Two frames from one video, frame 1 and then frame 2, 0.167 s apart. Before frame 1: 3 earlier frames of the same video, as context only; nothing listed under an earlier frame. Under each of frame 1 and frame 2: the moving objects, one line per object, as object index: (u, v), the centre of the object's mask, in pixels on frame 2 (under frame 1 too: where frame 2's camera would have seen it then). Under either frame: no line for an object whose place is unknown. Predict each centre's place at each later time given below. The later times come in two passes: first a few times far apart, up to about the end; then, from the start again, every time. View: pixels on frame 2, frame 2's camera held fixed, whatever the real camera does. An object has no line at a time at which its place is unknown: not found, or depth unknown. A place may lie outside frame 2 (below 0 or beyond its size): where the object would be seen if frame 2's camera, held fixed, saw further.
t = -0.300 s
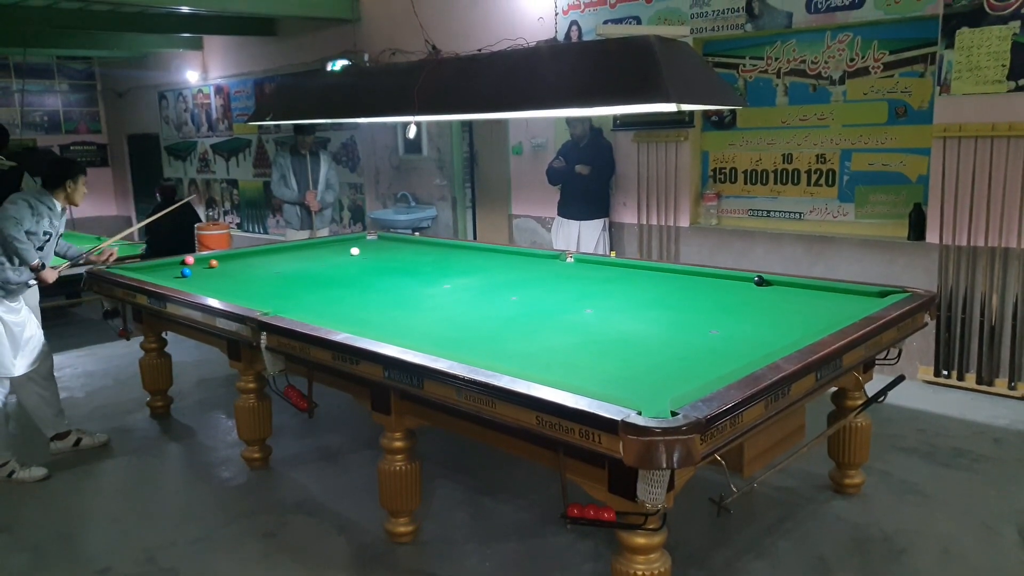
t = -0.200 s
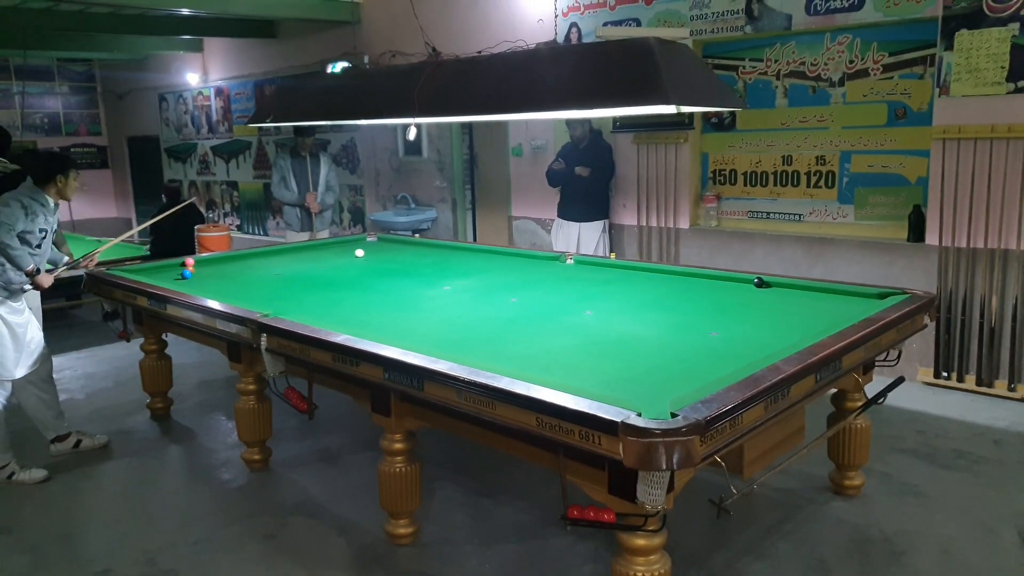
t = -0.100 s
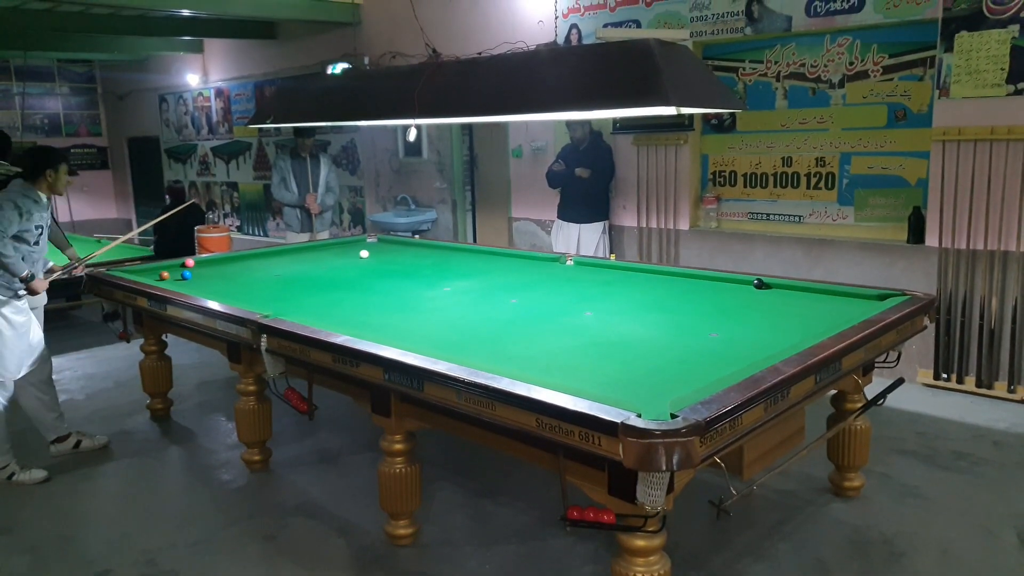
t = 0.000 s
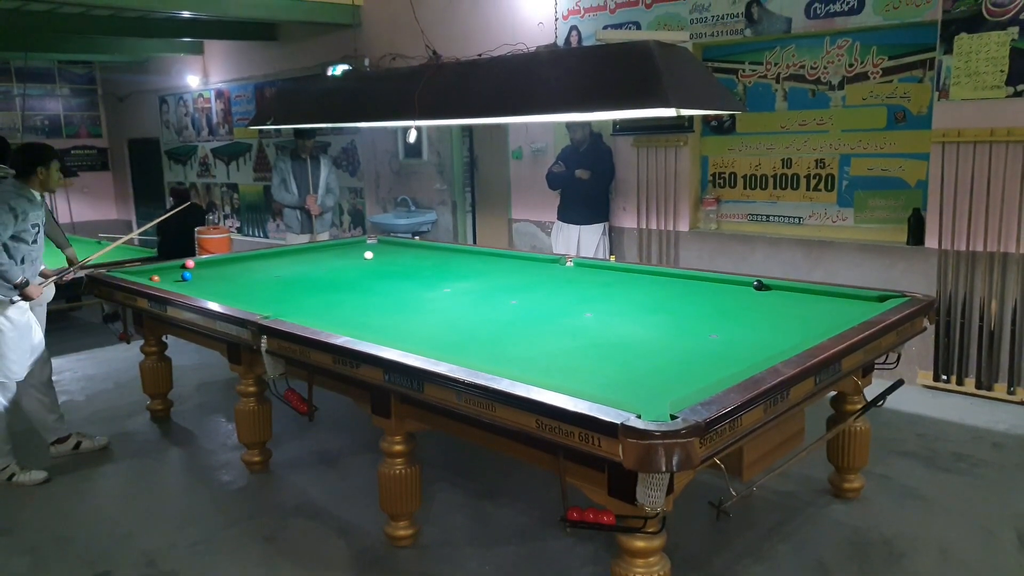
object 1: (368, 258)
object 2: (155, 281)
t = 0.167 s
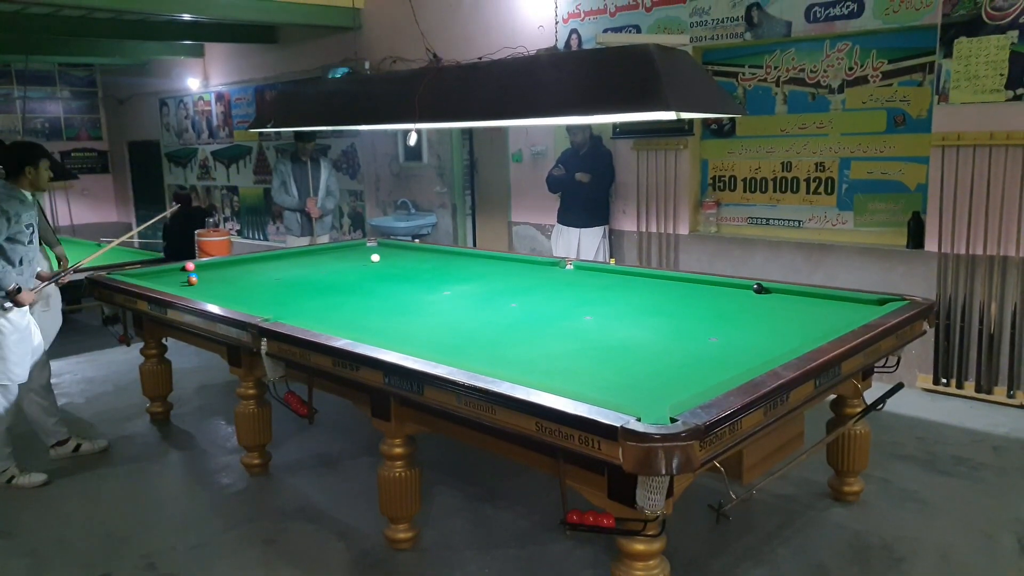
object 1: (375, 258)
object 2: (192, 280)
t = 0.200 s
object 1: (376, 258)
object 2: (199, 281)
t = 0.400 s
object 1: (383, 258)
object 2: (234, 282)
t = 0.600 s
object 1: (390, 258)
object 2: (270, 282)
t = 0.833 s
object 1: (396, 258)
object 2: (312, 282)
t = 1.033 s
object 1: (400, 258)
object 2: (347, 282)
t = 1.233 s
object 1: (404, 258)
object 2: (382, 282)
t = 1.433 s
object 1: (407, 258)
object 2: (416, 282)
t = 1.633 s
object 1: (409, 258)
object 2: (449, 282)
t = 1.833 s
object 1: (410, 258)
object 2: (481, 282)
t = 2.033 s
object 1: (411, 258)
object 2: (513, 282)
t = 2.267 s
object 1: (411, 258)
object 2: (549, 282)
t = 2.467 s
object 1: (411, 258)
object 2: (579, 282)
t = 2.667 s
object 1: (411, 258)
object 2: (609, 282)
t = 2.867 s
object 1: (411, 259)
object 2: (637, 282)
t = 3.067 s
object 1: (411, 258)
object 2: (666, 282)
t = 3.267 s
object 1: (411, 258)
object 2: (693, 282)
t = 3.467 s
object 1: (411, 258)
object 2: (709, 284)
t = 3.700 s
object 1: (411, 258)
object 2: (716, 287)
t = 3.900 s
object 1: (411, 258)
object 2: (723, 290)
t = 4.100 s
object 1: (411, 259)
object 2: (729, 292)
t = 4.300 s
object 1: (411, 259)
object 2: (734, 295)
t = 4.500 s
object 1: (411, 259)
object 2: (739, 297)
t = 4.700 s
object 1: (411, 259)
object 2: (743, 299)
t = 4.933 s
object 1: (411, 259)
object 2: (749, 301)
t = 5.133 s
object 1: (411, 258)
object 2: (752, 303)
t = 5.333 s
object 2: (756, 305)
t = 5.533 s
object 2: (758, 306)
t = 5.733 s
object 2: (760, 307)
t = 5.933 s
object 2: (762, 308)
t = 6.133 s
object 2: (763, 308)
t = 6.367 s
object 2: (763, 309)
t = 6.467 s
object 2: (763, 309)
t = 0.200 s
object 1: (376, 258)
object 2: (199, 281)
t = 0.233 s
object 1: (377, 258)
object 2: (204, 281)
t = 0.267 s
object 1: (378, 258)
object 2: (210, 281)
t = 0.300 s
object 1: (380, 258)
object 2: (216, 281)
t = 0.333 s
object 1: (381, 258)
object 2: (222, 281)
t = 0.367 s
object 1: (382, 258)
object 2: (228, 282)
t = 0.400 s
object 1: (383, 258)
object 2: (234, 282)
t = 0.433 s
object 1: (384, 258)
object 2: (240, 282)
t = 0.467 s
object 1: (385, 258)
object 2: (246, 282)
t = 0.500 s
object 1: (387, 258)
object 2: (252, 282)
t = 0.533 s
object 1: (388, 258)
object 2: (258, 282)
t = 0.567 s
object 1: (389, 258)
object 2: (264, 282)
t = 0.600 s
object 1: (390, 258)
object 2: (270, 282)
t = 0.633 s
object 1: (390, 258)
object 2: (276, 282)
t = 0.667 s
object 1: (392, 258)
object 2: (282, 282)
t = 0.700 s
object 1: (393, 258)
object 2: (288, 282)
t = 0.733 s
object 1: (393, 258)
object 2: (294, 282)
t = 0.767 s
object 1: (394, 258)
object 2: (300, 282)
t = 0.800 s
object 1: (395, 258)
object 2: (306, 282)
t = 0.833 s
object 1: (396, 258)
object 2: (312, 282)
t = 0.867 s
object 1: (397, 258)
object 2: (318, 282)
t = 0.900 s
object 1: (398, 258)
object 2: (324, 282)
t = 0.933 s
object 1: (399, 258)
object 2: (330, 282)
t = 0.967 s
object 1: (399, 258)
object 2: (335, 282)
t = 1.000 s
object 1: (400, 258)
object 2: (341, 282)
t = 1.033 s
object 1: (400, 258)
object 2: (347, 282)
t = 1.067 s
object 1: (401, 258)
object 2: (353, 282)
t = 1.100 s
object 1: (402, 258)
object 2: (359, 282)
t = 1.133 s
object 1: (403, 258)
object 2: (365, 282)
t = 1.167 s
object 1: (403, 258)
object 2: (370, 282)
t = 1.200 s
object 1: (404, 258)
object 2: (376, 282)
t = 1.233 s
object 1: (404, 258)
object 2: (382, 282)
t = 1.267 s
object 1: (405, 258)
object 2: (387, 282)
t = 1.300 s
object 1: (405, 258)
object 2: (393, 282)
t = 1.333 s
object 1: (406, 258)
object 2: (399, 282)
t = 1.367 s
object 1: (406, 258)
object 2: (405, 282)
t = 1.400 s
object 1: (406, 258)
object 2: (410, 282)
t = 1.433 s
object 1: (407, 258)
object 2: (416, 282)
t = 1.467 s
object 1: (407, 258)
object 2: (421, 282)
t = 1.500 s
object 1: (408, 258)
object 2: (427, 282)
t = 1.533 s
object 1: (408, 258)
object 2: (432, 282)
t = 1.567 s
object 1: (408, 258)
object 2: (438, 282)
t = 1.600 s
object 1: (409, 258)
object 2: (443, 282)
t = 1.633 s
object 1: (409, 258)
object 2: (449, 282)
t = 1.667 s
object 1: (409, 258)
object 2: (454, 282)
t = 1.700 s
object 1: (409, 258)
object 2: (460, 282)
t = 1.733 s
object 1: (410, 258)
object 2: (465, 282)
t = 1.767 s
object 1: (410, 258)
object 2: (471, 282)
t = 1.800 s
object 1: (410, 258)
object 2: (476, 282)
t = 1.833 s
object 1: (410, 258)
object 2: (481, 282)
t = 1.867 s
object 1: (410, 258)
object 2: (486, 282)
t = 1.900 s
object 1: (411, 258)
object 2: (492, 282)
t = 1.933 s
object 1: (411, 258)
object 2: (497, 282)
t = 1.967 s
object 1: (411, 258)
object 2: (502, 282)
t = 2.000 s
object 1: (411, 258)
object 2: (507, 282)
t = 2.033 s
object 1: (411, 258)
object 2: (513, 282)
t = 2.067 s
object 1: (411, 258)
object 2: (518, 282)
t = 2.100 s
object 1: (411, 258)
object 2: (523, 282)
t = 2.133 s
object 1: (411, 258)
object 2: (528, 282)
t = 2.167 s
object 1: (411, 258)
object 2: (533, 282)
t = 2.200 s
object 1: (411, 258)
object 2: (539, 282)
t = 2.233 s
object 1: (411, 258)
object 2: (544, 282)
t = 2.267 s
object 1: (411, 258)
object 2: (549, 282)
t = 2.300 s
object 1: (411, 258)
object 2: (554, 282)
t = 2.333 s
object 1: (411, 258)
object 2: (559, 282)
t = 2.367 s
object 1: (411, 258)
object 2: (564, 282)
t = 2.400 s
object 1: (411, 258)
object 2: (569, 282)
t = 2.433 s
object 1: (411, 258)
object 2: (574, 282)
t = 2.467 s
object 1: (411, 258)
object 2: (579, 282)
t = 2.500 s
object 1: (411, 259)
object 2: (584, 282)
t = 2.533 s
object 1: (411, 259)
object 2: (589, 282)
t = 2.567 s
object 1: (411, 259)
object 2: (594, 282)
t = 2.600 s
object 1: (411, 258)
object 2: (599, 282)
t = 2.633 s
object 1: (411, 258)
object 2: (604, 282)
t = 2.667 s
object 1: (411, 258)
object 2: (609, 282)
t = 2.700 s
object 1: (411, 258)
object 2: (613, 282)
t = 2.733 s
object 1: (411, 258)
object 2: (618, 282)
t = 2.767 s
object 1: (411, 258)
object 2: (623, 282)
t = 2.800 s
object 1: (411, 258)
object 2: (628, 282)
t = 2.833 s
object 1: (411, 259)
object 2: (633, 282)
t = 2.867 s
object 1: (411, 259)
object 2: (637, 282)
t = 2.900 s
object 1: (411, 259)
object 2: (642, 282)
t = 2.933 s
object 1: (411, 258)
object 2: (647, 282)
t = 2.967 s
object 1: (411, 258)
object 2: (652, 282)
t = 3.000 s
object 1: (411, 258)
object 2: (656, 282)
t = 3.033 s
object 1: (411, 258)
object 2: (661, 282)
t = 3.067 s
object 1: (411, 258)
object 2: (666, 282)
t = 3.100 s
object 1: (411, 258)
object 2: (670, 282)
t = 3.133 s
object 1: (411, 258)
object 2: (675, 282)
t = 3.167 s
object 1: (411, 258)
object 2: (680, 282)
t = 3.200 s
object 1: (411, 258)
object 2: (684, 282)
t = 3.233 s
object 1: (411, 258)
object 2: (689, 282)
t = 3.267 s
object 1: (411, 258)
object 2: (693, 282)
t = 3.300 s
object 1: (411, 258)
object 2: (698, 282)
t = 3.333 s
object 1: (411, 258)
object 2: (703, 282)
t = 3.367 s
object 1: (411, 258)
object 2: (706, 283)
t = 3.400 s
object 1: (411, 258)
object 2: (707, 283)
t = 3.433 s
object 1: (411, 258)
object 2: (708, 283)
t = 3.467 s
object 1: (411, 258)
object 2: (709, 284)
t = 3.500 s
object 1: (411, 258)
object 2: (710, 284)
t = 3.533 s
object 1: (411, 258)
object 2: (711, 285)
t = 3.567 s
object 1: (411, 258)
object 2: (712, 285)
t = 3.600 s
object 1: (411, 258)
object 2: (713, 286)
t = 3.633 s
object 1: (411, 258)
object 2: (714, 286)
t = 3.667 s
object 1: (411, 258)
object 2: (715, 287)
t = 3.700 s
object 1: (411, 258)
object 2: (716, 287)
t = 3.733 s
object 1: (411, 258)
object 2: (718, 287)
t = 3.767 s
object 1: (411, 259)
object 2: (719, 288)
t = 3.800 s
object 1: (411, 258)
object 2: (720, 288)
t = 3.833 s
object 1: (411, 258)
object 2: (721, 289)
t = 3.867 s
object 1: (411, 258)
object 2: (722, 289)
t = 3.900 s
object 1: (411, 258)
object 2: (723, 290)
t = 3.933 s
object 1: (411, 258)
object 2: (724, 290)
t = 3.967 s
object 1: (411, 258)
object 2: (725, 290)
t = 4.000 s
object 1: (411, 258)
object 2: (726, 291)
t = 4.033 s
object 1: (411, 258)
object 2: (727, 291)
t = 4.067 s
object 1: (411, 259)
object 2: (728, 292)
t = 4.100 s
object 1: (411, 259)
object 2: (729, 292)
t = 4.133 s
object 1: (411, 259)
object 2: (729, 293)
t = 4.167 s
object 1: (411, 259)
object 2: (730, 293)
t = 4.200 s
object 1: (411, 259)
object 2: (731, 293)
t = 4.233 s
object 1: (411, 259)
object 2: (732, 294)
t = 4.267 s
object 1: (411, 259)
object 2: (733, 294)
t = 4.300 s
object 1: (411, 259)
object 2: (734, 295)
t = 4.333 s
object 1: (411, 258)
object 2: (735, 295)
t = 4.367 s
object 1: (411, 259)
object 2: (736, 295)
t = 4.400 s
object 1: (411, 258)
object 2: (736, 296)
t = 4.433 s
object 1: (411, 258)
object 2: (737, 296)
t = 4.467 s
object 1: (411, 258)
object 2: (738, 297)
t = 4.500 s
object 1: (411, 259)
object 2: (739, 297)
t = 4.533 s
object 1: (411, 259)
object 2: (740, 297)
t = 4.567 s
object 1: (411, 259)
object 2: (740, 298)
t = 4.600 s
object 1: (411, 259)
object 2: (741, 298)
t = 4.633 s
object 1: (411, 259)
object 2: (742, 298)
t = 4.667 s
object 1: (411, 259)
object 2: (743, 299)
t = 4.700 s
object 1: (411, 259)
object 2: (743, 299)
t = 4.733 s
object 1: (411, 259)
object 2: (744, 299)
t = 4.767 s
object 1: (411, 259)
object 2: (745, 300)
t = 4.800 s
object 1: (411, 259)
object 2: (746, 300)
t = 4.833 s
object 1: (411, 259)
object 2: (746, 300)
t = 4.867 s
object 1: (411, 259)
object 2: (747, 301)
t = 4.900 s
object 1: (411, 259)
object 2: (748, 301)
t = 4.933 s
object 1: (411, 259)
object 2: (749, 301)
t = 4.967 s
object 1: (411, 258)
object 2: (749, 302)
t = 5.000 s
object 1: (411, 258)
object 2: (750, 302)
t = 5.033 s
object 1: (411, 258)
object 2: (750, 302)
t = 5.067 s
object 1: (411, 258)
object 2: (751, 303)
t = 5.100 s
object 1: (411, 258)
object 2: (751, 303)
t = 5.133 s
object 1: (411, 258)
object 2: (752, 303)
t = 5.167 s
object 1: (411, 258)
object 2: (753, 303)
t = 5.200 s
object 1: (411, 258)
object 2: (753, 304)
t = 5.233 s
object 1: (411, 258)
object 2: (754, 304)
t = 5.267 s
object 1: (411, 258)
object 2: (754, 304)
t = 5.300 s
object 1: (411, 258)
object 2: (755, 304)
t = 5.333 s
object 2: (756, 305)
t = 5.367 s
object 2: (756, 305)
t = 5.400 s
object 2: (757, 305)
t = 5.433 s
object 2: (757, 305)
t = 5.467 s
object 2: (758, 306)
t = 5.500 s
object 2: (758, 306)
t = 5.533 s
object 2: (758, 306)
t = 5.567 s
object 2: (759, 306)
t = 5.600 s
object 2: (759, 306)
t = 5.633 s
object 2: (759, 307)
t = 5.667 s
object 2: (760, 307)
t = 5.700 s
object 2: (760, 307)
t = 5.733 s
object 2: (760, 307)
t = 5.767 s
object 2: (761, 307)
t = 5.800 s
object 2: (761, 307)
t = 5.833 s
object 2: (761, 307)
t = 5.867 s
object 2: (762, 308)
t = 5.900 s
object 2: (762, 308)
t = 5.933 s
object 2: (762, 308)
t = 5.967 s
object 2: (762, 308)
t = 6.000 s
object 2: (762, 308)
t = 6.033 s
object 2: (763, 308)
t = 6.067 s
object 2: (763, 308)
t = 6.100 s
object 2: (763, 308)
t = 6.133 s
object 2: (763, 308)
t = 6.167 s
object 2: (763, 308)
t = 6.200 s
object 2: (763, 308)
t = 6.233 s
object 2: (763, 308)
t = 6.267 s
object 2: (763, 309)
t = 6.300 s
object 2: (763, 309)
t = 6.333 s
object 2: (763, 309)
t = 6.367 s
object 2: (763, 309)
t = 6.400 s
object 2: (763, 309)
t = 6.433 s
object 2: (763, 309)
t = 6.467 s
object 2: (763, 309)
